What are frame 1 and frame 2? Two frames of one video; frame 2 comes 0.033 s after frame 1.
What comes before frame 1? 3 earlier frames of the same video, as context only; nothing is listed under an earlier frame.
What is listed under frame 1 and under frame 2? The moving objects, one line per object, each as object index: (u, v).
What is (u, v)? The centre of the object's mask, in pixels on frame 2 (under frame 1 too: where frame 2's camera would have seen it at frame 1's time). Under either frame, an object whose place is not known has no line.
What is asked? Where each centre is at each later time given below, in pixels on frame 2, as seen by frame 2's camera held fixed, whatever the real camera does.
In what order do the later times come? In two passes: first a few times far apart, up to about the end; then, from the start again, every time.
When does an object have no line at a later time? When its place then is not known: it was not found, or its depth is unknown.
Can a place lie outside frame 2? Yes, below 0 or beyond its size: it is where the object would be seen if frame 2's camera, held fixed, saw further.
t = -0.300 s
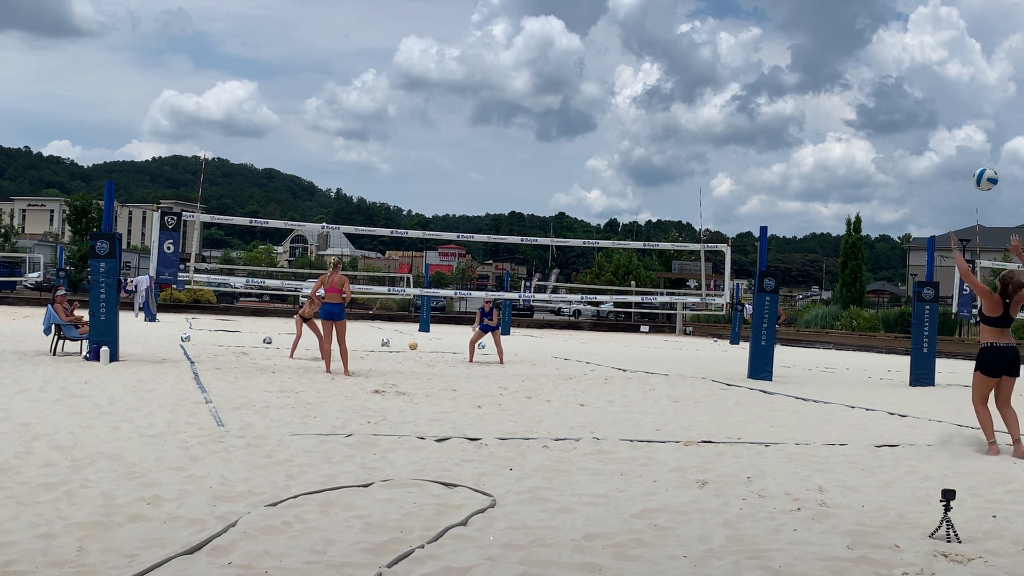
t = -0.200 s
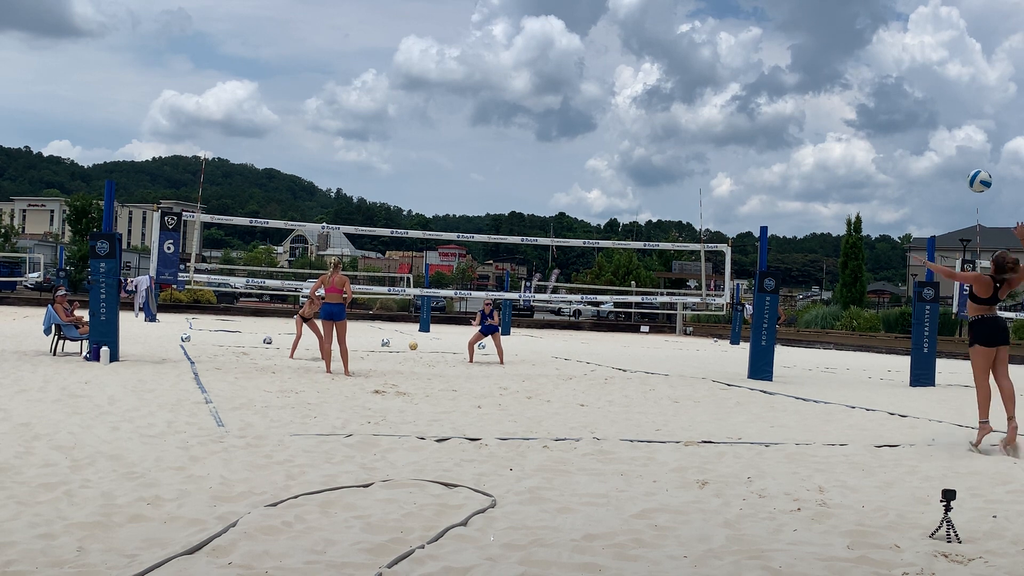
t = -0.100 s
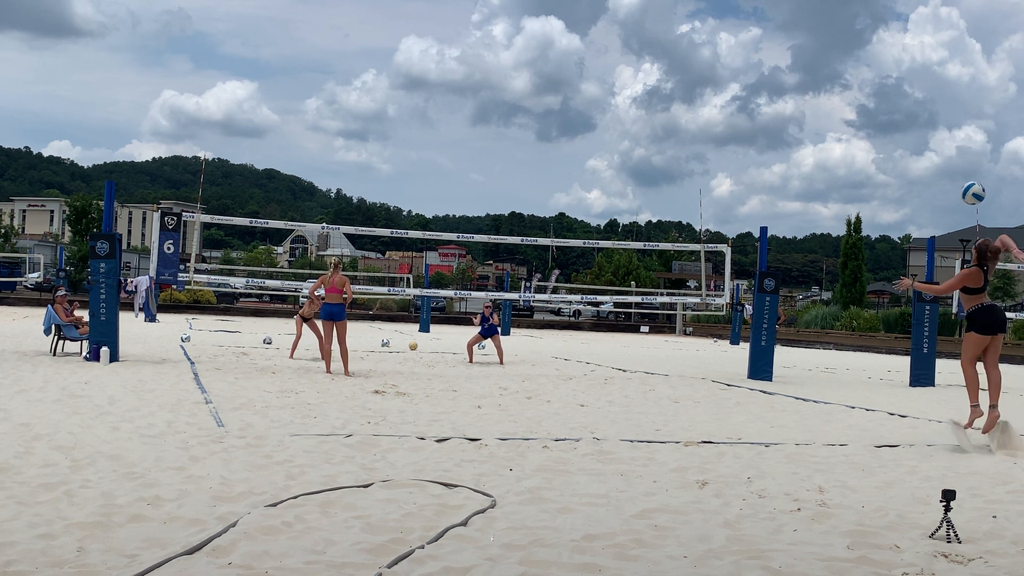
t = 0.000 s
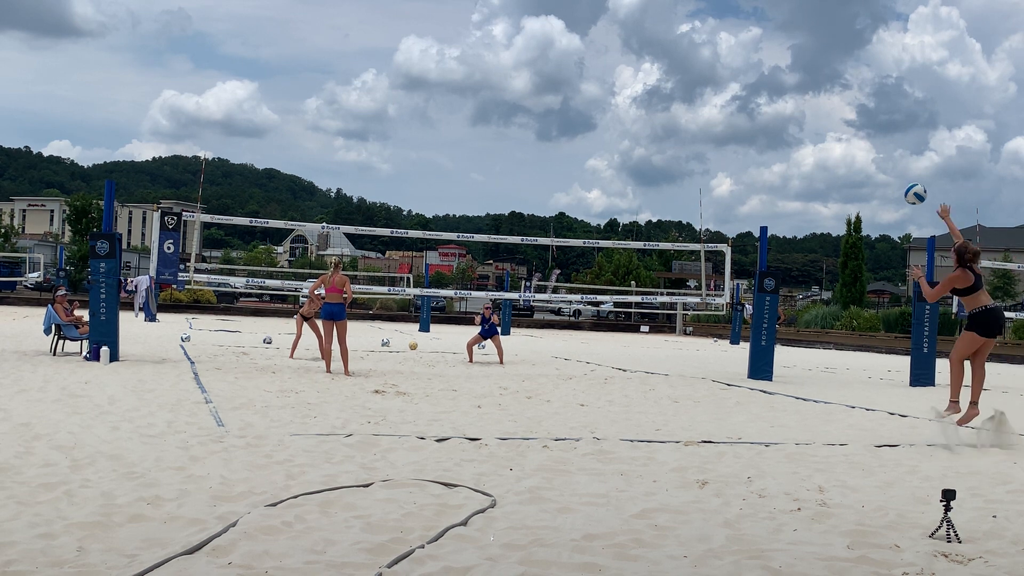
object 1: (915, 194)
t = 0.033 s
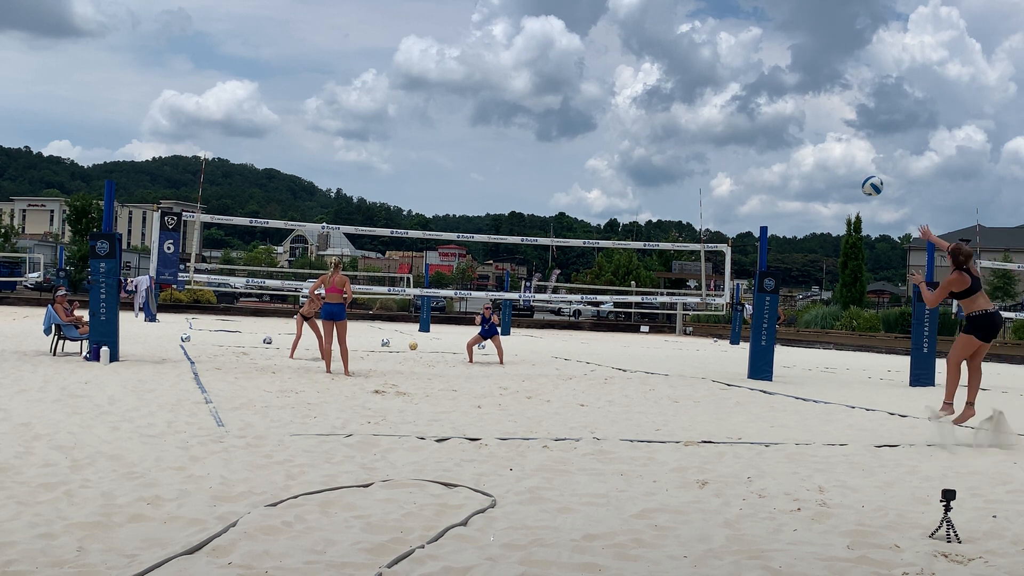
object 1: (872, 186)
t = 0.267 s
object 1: (654, 166)
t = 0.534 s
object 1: (511, 195)
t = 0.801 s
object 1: (413, 248)
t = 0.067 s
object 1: (833, 179)
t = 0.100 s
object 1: (796, 174)
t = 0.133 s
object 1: (763, 170)
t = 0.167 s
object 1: (732, 167)
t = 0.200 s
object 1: (704, 165)
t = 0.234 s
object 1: (678, 165)
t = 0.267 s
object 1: (654, 166)
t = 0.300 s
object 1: (632, 168)
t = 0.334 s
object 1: (611, 171)
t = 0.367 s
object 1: (591, 174)
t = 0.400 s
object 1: (573, 177)
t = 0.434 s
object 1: (556, 181)
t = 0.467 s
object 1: (541, 185)
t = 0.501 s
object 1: (525, 190)
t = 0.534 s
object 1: (511, 195)
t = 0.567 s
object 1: (497, 202)
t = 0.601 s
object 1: (484, 208)
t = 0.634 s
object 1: (471, 215)
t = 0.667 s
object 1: (459, 221)
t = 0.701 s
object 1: (447, 227)
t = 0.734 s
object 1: (436, 230)
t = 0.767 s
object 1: (424, 243)
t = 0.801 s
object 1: (413, 248)
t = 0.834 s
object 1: (403, 257)
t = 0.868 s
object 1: (393, 265)
